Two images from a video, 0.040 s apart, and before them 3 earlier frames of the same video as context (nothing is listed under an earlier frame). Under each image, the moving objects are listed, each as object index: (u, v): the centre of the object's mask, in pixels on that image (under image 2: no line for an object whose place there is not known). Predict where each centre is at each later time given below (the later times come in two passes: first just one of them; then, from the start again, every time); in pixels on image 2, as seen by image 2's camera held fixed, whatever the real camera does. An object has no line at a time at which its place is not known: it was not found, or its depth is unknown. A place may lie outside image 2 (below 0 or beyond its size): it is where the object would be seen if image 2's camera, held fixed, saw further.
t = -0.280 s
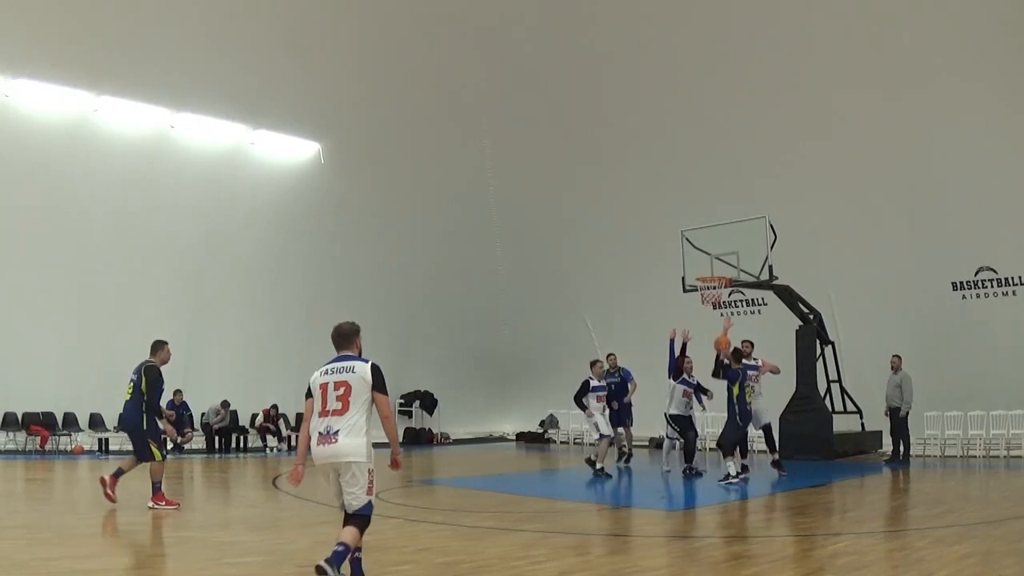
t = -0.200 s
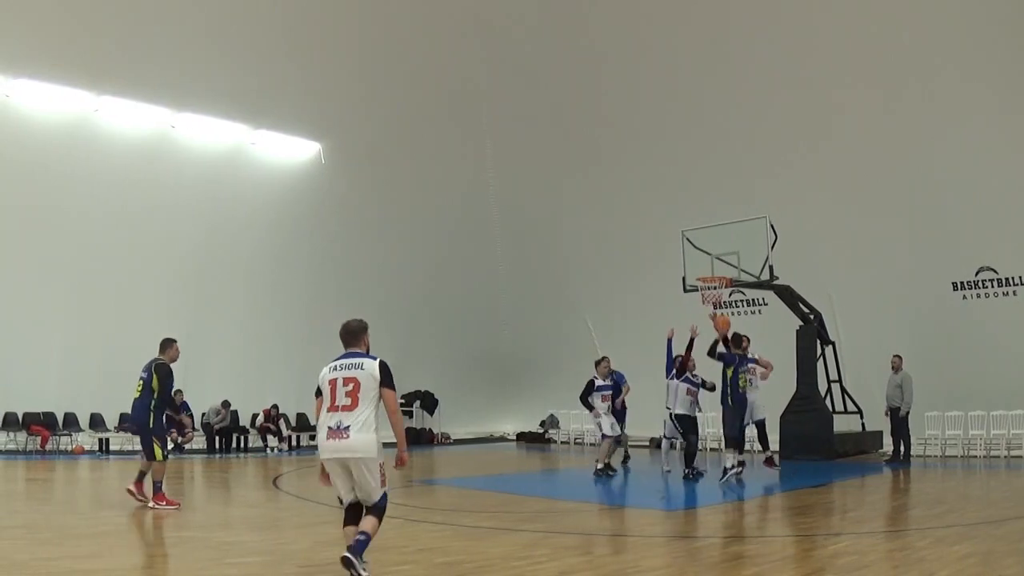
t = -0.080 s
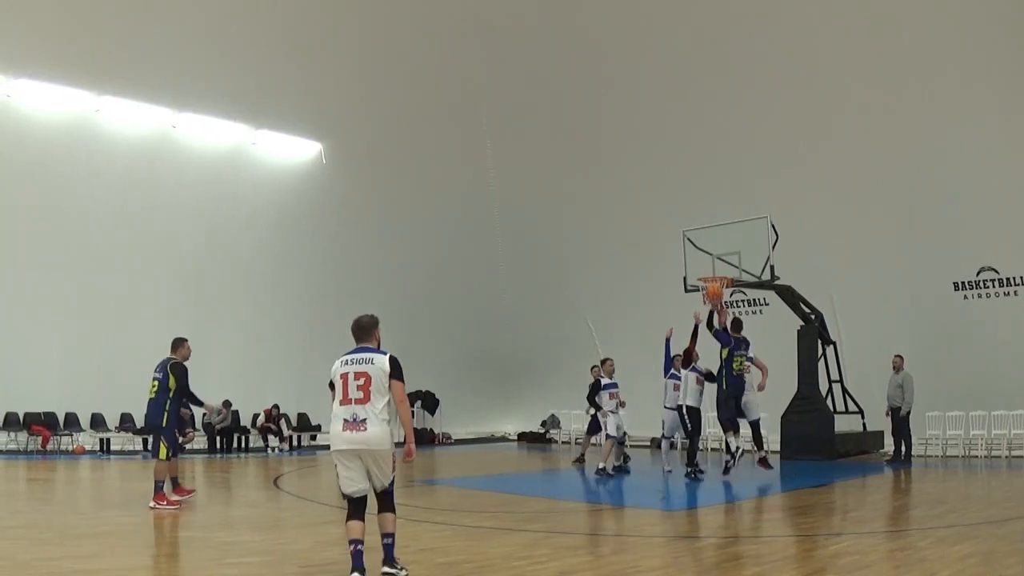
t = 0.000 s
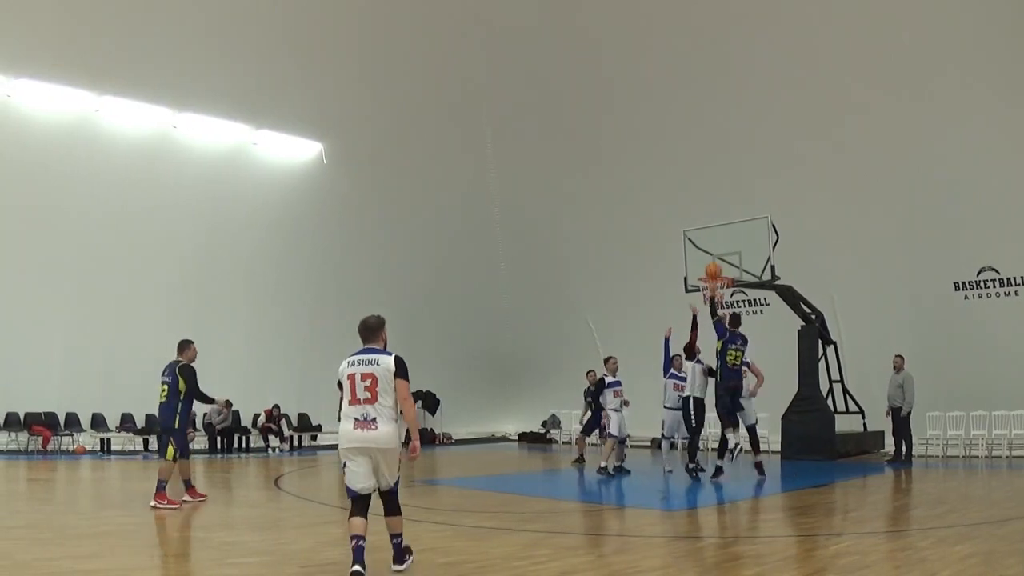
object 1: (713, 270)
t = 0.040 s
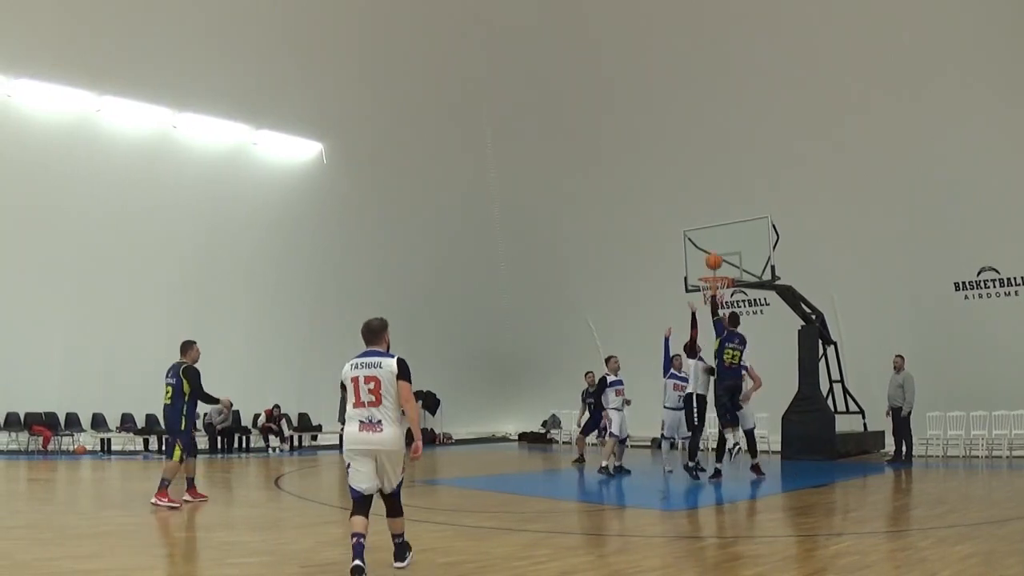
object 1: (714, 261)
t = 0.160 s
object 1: (714, 239)
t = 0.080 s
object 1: (714, 253)
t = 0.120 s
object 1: (714, 246)
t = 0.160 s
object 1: (714, 239)
